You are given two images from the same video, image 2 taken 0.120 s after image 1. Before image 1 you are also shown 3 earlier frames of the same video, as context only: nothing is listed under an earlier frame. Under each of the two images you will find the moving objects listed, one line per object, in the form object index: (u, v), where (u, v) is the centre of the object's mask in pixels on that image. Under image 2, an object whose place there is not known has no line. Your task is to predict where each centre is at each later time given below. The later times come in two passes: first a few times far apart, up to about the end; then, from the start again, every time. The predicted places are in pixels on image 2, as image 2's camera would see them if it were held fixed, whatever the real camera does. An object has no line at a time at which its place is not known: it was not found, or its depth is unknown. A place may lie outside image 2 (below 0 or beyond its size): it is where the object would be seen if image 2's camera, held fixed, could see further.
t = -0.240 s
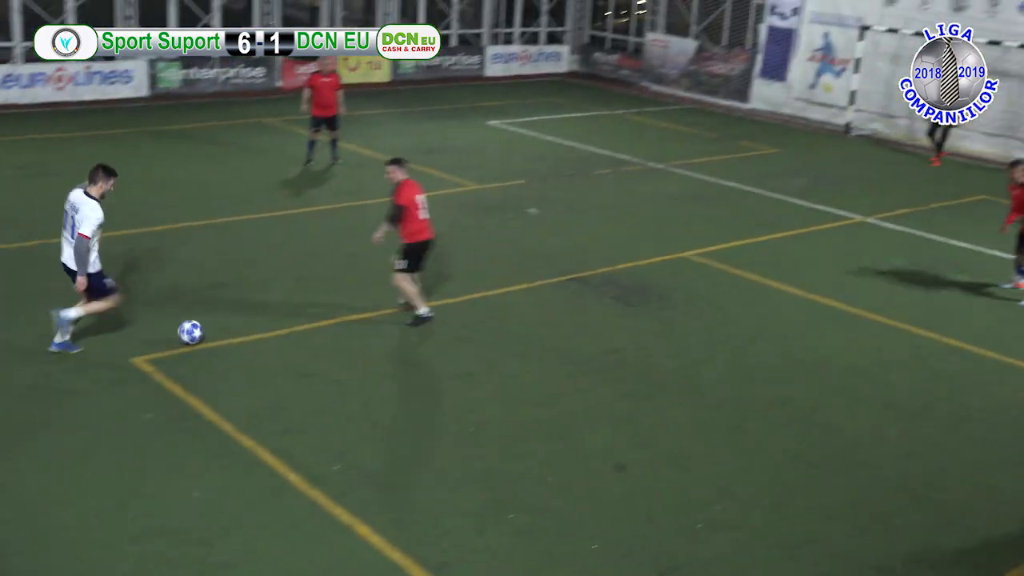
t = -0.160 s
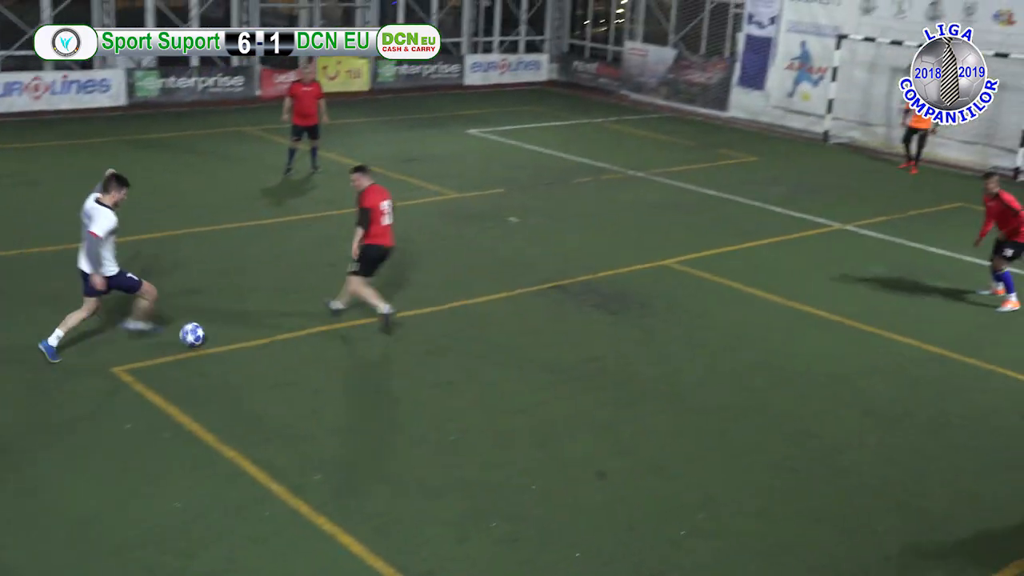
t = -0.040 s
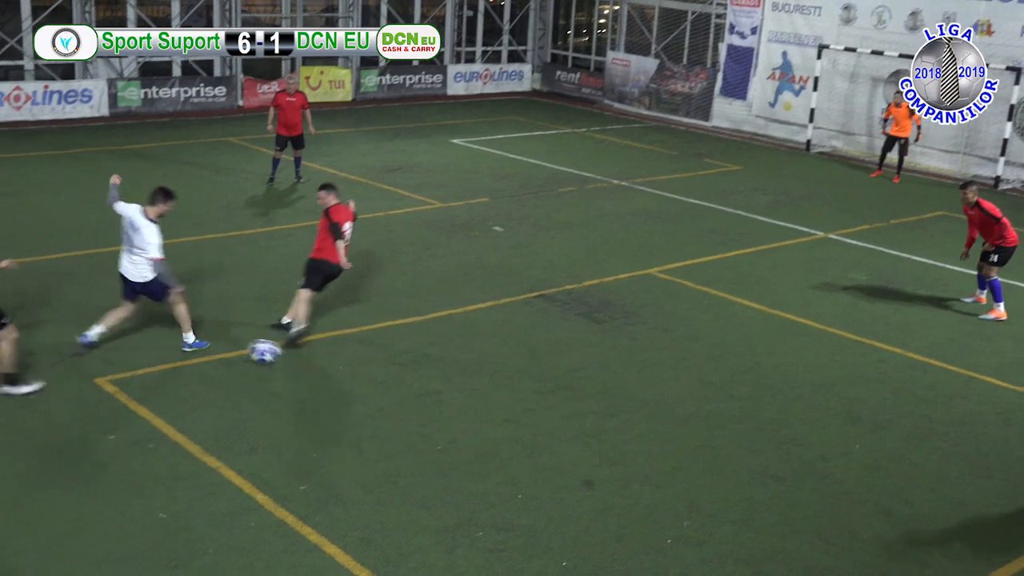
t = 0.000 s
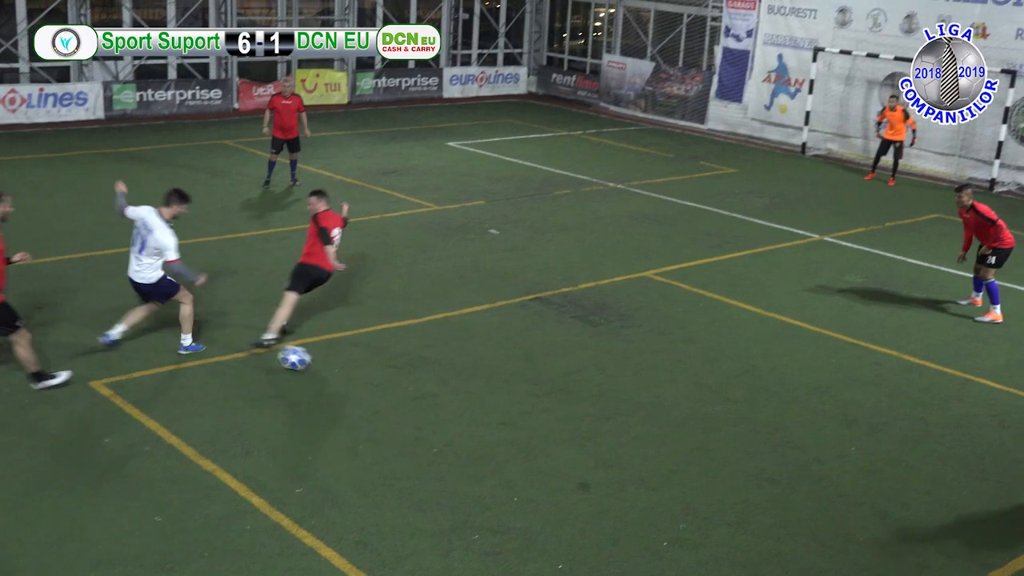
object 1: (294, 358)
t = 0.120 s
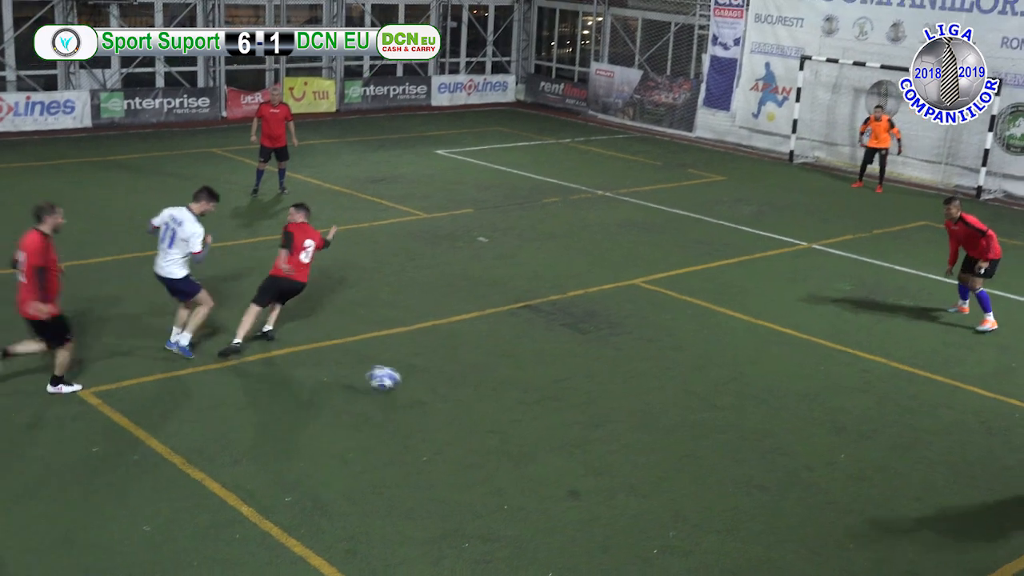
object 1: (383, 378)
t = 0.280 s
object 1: (505, 395)
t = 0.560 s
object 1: (690, 410)
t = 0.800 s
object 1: (831, 424)
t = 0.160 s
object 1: (415, 382)
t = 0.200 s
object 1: (447, 387)
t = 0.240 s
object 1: (475, 389)
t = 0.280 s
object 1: (505, 395)
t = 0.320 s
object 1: (534, 397)
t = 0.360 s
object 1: (562, 401)
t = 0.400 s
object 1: (589, 403)
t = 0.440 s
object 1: (618, 406)
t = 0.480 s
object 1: (644, 407)
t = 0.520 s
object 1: (668, 407)
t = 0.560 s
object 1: (690, 410)
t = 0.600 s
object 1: (715, 413)
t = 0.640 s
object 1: (738, 415)
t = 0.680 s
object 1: (761, 417)
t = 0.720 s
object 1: (785, 419)
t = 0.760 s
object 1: (808, 422)
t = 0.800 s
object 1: (831, 424)
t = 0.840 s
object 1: (854, 427)
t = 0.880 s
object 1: (877, 428)
